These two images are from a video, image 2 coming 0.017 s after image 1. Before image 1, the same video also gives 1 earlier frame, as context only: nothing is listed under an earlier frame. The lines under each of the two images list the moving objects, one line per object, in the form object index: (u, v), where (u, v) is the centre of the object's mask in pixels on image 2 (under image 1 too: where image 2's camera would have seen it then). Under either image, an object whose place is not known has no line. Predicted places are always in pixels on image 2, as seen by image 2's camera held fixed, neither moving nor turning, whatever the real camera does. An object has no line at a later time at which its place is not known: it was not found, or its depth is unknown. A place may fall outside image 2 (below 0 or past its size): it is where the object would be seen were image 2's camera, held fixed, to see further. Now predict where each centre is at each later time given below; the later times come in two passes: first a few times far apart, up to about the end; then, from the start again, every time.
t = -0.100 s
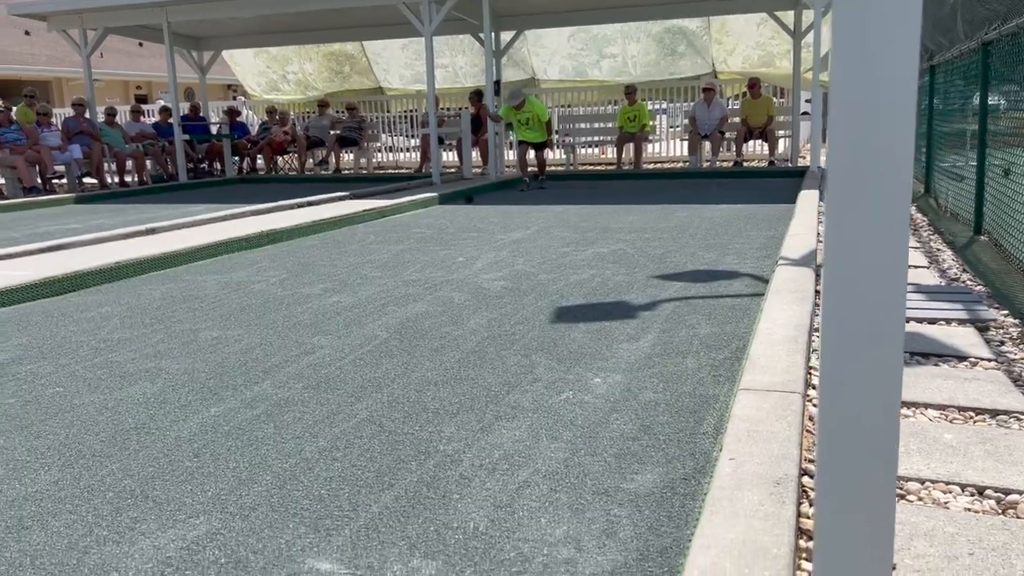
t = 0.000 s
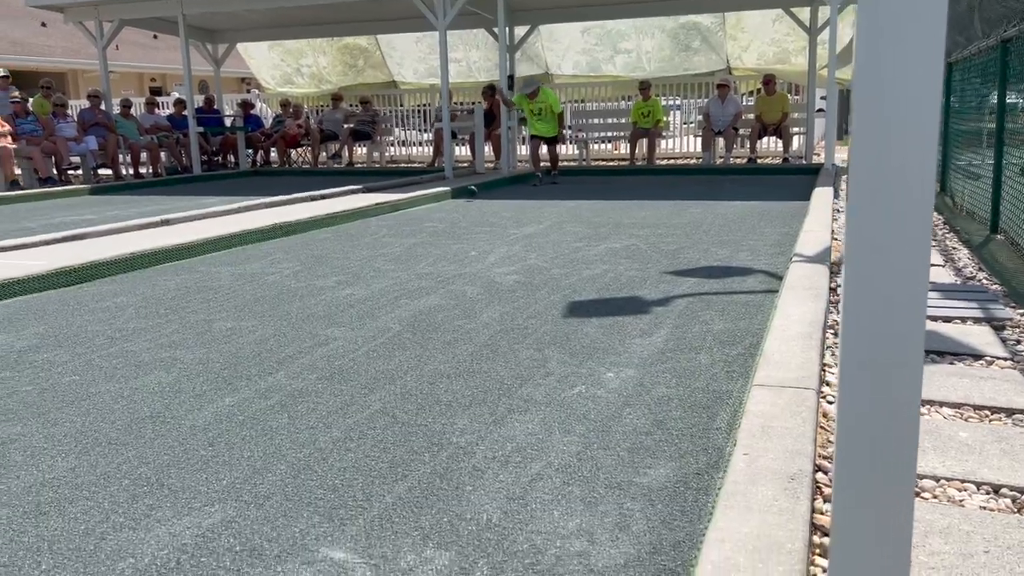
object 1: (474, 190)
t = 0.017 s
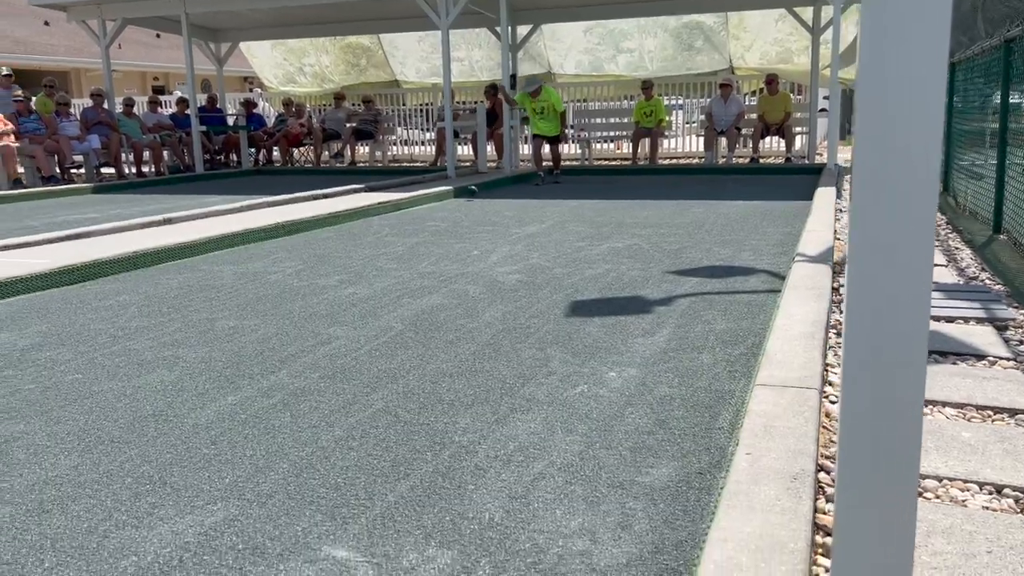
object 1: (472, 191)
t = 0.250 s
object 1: (443, 201)
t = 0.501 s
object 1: (407, 211)
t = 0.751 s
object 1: (365, 221)
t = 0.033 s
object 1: (470, 192)
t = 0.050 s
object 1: (468, 193)
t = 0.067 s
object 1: (466, 196)
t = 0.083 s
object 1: (464, 196)
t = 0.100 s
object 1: (462, 196)
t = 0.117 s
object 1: (460, 197)
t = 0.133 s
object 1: (458, 197)
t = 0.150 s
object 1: (456, 198)
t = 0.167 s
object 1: (453, 199)
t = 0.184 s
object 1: (451, 199)
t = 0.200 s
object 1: (450, 199)
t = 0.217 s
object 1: (447, 200)
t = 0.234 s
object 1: (445, 201)
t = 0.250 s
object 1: (443, 201)
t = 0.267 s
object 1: (440, 202)
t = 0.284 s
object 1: (438, 203)
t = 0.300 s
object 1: (436, 203)
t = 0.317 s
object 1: (434, 204)
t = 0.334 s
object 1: (432, 204)
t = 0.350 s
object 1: (429, 205)
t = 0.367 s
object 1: (427, 205)
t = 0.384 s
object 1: (425, 206)
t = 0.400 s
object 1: (422, 207)
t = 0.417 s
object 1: (420, 208)
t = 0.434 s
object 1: (418, 208)
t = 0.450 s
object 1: (415, 209)
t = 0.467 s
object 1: (412, 209)
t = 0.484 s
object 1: (410, 210)
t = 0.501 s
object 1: (407, 211)
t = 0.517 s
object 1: (405, 211)
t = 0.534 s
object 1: (402, 212)
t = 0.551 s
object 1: (399, 212)
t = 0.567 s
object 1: (396, 213)
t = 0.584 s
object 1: (394, 214)
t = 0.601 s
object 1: (391, 214)
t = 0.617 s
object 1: (388, 215)
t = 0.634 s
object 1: (385, 216)
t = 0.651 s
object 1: (383, 216)
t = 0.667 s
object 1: (380, 217)
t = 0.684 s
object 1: (377, 218)
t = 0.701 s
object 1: (374, 219)
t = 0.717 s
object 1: (371, 220)
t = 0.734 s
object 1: (368, 220)
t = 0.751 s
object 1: (365, 221)
